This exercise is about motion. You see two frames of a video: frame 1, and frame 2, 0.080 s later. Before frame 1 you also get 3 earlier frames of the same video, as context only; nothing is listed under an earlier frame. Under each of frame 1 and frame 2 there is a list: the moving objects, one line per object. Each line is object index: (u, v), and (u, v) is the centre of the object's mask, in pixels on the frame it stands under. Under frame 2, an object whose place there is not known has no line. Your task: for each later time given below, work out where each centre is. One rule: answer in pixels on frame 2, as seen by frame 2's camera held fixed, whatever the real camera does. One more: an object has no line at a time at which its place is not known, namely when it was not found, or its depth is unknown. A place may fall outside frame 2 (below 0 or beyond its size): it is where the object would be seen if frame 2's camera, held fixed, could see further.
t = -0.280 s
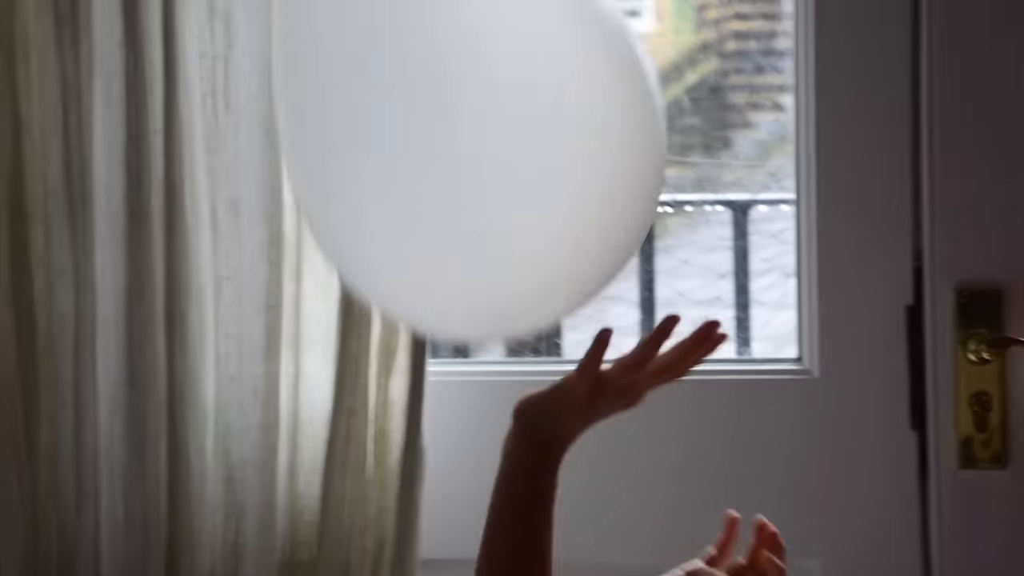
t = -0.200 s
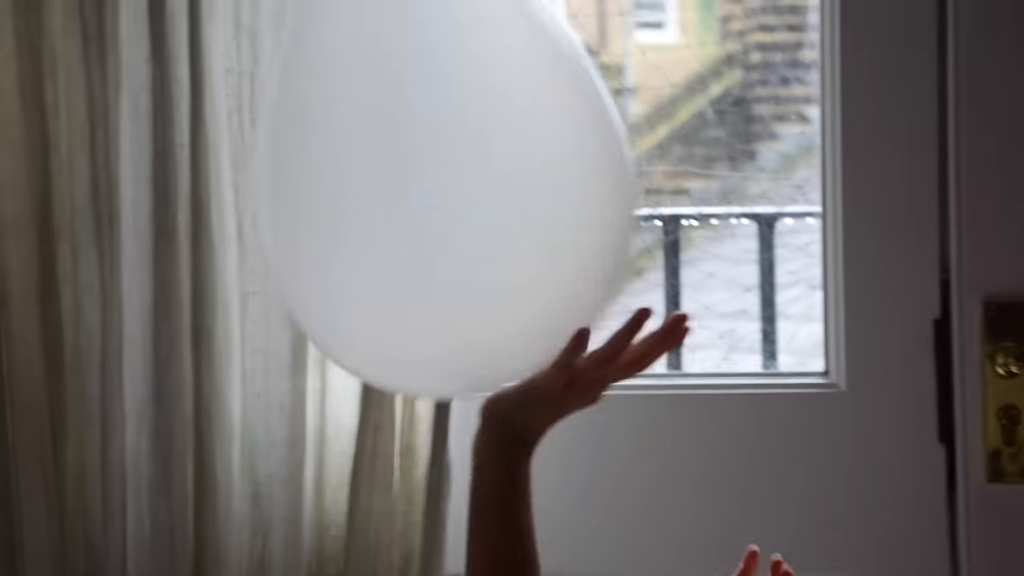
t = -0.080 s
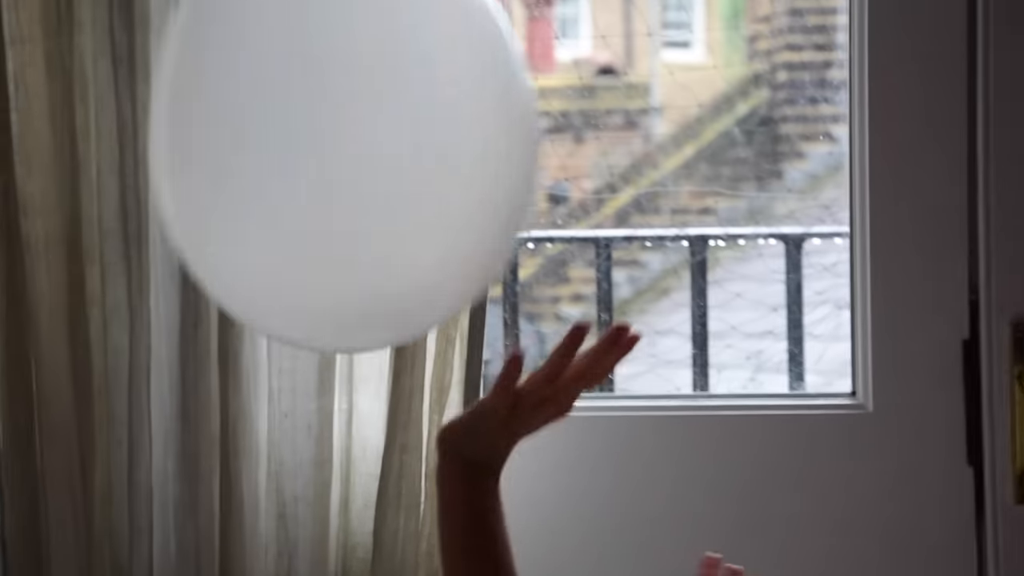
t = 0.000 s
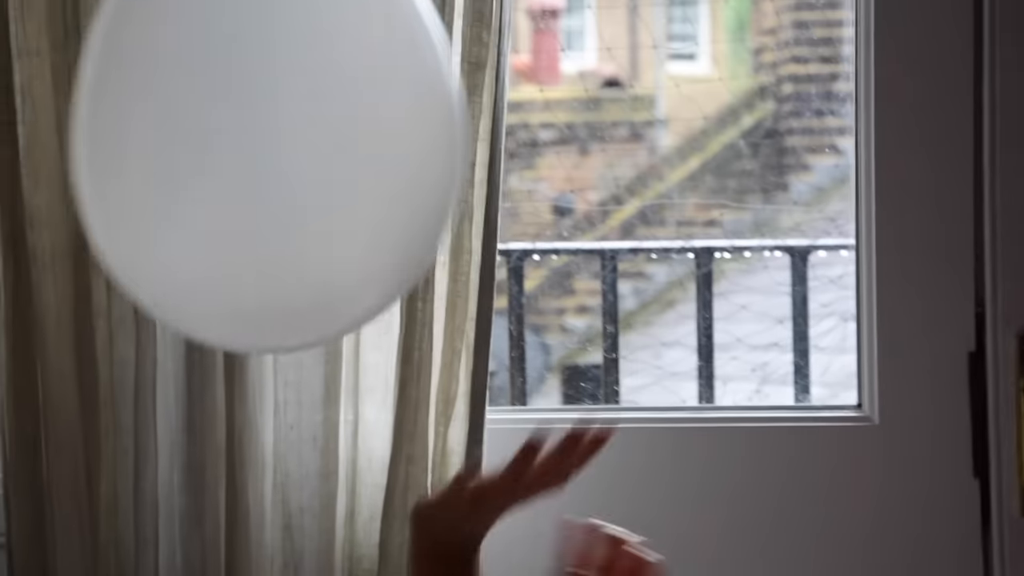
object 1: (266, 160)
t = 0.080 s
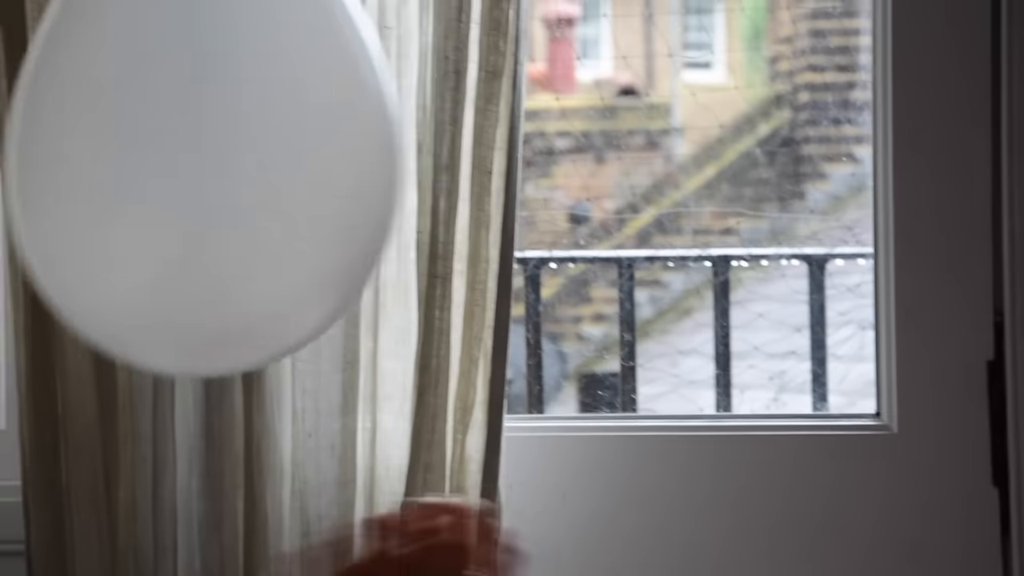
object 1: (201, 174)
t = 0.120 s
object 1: (168, 183)
